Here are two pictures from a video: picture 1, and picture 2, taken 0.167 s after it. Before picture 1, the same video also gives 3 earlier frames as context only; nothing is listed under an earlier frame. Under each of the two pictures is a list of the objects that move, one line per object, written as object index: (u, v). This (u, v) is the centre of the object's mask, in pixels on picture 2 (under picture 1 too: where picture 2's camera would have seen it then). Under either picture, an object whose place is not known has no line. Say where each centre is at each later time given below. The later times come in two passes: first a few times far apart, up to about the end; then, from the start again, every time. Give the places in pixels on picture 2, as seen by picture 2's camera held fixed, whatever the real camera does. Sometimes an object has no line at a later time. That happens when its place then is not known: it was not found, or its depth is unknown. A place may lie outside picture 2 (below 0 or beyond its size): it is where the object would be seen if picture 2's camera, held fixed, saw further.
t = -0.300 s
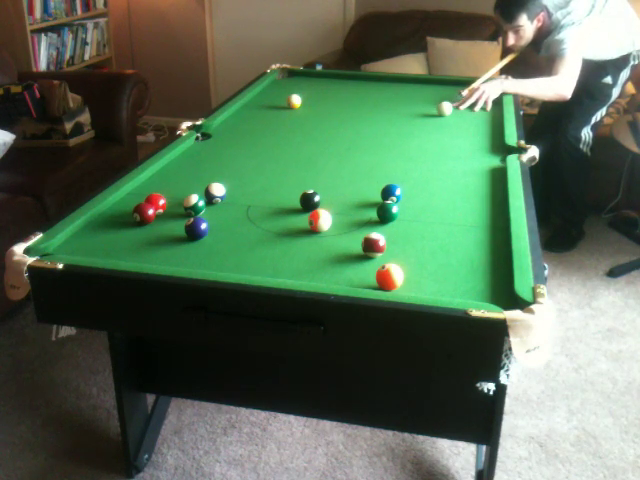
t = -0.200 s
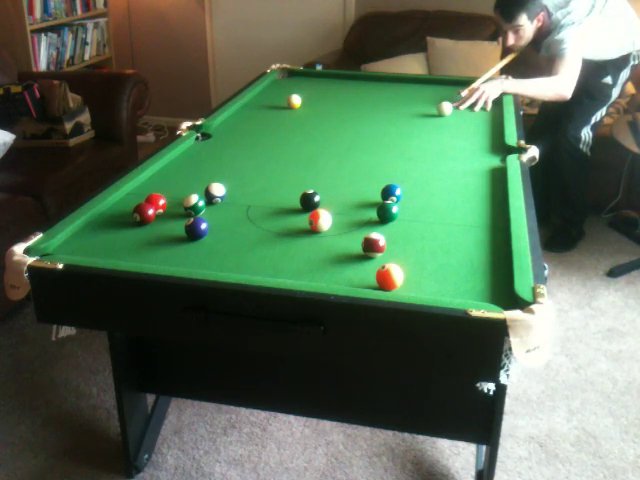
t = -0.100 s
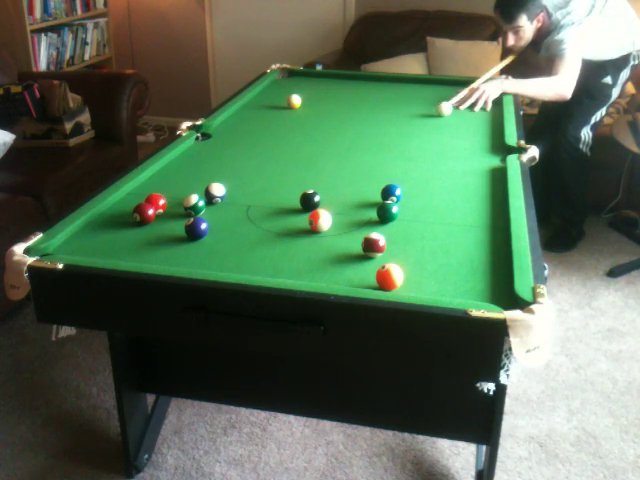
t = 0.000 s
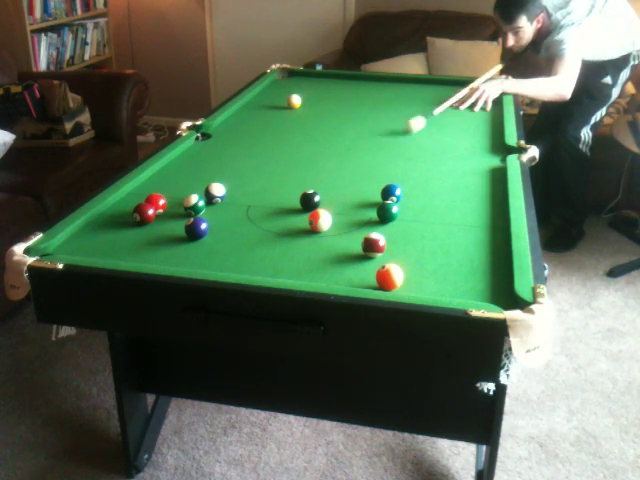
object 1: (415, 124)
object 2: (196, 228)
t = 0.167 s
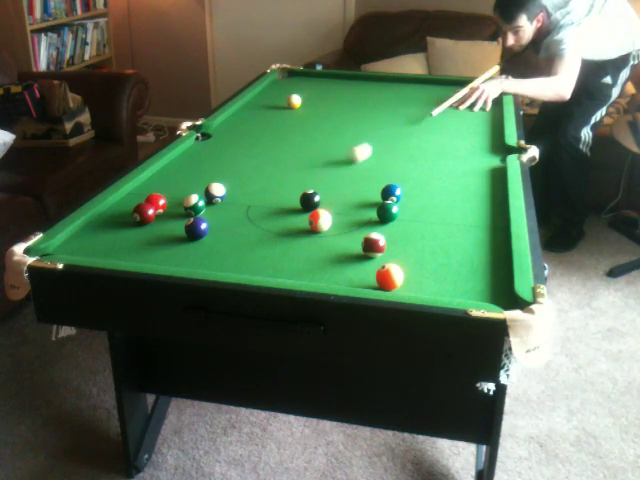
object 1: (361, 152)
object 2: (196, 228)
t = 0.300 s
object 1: (309, 179)
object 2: (196, 228)
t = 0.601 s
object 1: (226, 245)
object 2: (118, 243)
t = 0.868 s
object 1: (244, 254)
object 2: (80, 245)
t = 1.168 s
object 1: (276, 238)
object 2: (111, 247)
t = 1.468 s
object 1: (299, 225)
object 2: (136, 248)
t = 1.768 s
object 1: (298, 219)
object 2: (153, 248)
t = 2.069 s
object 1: (298, 216)
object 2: (162, 248)
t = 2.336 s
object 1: (298, 214)
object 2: (164, 247)
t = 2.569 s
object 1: (297, 214)
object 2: (164, 247)
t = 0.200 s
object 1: (350, 158)
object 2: (196, 228)
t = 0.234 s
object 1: (336, 165)
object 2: (196, 228)
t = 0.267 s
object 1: (323, 172)
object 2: (196, 228)
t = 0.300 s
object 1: (309, 179)
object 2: (196, 228)
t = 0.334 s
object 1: (294, 186)
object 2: (196, 228)
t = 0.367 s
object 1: (279, 194)
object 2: (196, 228)
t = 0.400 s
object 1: (262, 202)
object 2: (196, 228)
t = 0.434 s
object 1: (244, 211)
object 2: (196, 228)
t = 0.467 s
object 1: (226, 220)
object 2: (196, 228)
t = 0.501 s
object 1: (222, 227)
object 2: (183, 232)
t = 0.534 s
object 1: (224, 233)
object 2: (160, 235)
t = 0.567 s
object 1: (226, 238)
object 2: (137, 240)
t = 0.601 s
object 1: (226, 245)
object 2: (118, 243)
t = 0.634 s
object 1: (225, 251)
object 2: (100, 246)
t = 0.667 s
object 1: (222, 258)
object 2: (80, 248)
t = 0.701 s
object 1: (220, 263)
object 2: (69, 246)
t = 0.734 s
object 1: (224, 263)
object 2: (62, 245)
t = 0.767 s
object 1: (230, 261)
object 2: (68, 245)
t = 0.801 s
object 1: (235, 258)
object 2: (72, 245)
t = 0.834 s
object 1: (239, 256)
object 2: (76, 245)
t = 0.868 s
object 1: (244, 254)
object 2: (80, 245)
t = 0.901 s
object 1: (248, 252)
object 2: (84, 246)
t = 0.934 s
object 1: (251, 250)
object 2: (87, 246)
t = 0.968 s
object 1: (255, 248)
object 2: (90, 246)
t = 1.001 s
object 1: (259, 247)
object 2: (94, 246)
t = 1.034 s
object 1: (263, 245)
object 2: (98, 247)
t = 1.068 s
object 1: (266, 243)
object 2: (101, 247)
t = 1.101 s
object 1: (269, 241)
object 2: (104, 247)
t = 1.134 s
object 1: (273, 240)
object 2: (108, 247)
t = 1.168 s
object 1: (276, 238)
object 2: (111, 247)
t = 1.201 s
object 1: (279, 236)
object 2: (114, 248)
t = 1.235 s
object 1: (282, 235)
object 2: (117, 248)
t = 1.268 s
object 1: (285, 233)
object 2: (119, 248)
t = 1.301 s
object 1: (287, 232)
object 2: (123, 248)
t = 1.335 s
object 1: (290, 230)
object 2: (125, 248)
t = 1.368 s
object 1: (293, 229)
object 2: (128, 248)
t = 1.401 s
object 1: (296, 227)
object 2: (130, 248)
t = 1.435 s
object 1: (298, 226)
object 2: (133, 248)
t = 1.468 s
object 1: (299, 225)
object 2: (136, 248)
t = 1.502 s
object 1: (299, 224)
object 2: (138, 248)
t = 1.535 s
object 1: (299, 224)
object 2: (140, 249)
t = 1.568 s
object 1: (299, 223)
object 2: (142, 248)
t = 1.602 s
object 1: (299, 222)
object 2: (144, 248)
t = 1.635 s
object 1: (299, 222)
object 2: (146, 249)
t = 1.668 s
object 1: (299, 221)
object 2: (148, 249)
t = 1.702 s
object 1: (299, 220)
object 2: (150, 249)
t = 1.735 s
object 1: (298, 220)
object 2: (152, 249)
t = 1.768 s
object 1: (298, 219)
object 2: (153, 248)
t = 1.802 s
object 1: (298, 219)
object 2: (154, 248)
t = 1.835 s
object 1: (298, 218)
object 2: (156, 248)
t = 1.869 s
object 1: (298, 218)
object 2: (157, 248)
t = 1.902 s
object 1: (298, 218)
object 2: (158, 248)
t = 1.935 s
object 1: (298, 217)
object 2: (159, 248)
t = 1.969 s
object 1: (298, 217)
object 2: (160, 248)
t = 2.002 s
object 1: (298, 217)
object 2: (161, 248)
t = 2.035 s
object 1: (298, 216)
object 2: (162, 248)
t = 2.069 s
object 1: (298, 216)
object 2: (162, 248)
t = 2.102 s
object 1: (298, 216)
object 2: (163, 248)
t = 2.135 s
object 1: (298, 215)
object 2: (163, 248)
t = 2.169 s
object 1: (298, 215)
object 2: (164, 248)
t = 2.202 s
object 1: (298, 215)
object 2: (164, 247)
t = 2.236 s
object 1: (298, 215)
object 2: (164, 247)
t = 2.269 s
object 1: (298, 214)
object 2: (164, 247)
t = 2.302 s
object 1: (298, 214)
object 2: (164, 247)
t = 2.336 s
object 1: (298, 214)
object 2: (164, 247)
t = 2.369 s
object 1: (298, 214)
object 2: (164, 247)
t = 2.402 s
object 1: (297, 214)
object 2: (164, 247)
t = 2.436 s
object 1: (297, 214)
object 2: (164, 247)
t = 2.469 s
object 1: (297, 214)
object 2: (164, 247)
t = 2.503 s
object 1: (297, 214)
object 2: (164, 247)
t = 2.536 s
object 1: (297, 214)
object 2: (164, 247)
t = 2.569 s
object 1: (297, 214)
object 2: (164, 247)
